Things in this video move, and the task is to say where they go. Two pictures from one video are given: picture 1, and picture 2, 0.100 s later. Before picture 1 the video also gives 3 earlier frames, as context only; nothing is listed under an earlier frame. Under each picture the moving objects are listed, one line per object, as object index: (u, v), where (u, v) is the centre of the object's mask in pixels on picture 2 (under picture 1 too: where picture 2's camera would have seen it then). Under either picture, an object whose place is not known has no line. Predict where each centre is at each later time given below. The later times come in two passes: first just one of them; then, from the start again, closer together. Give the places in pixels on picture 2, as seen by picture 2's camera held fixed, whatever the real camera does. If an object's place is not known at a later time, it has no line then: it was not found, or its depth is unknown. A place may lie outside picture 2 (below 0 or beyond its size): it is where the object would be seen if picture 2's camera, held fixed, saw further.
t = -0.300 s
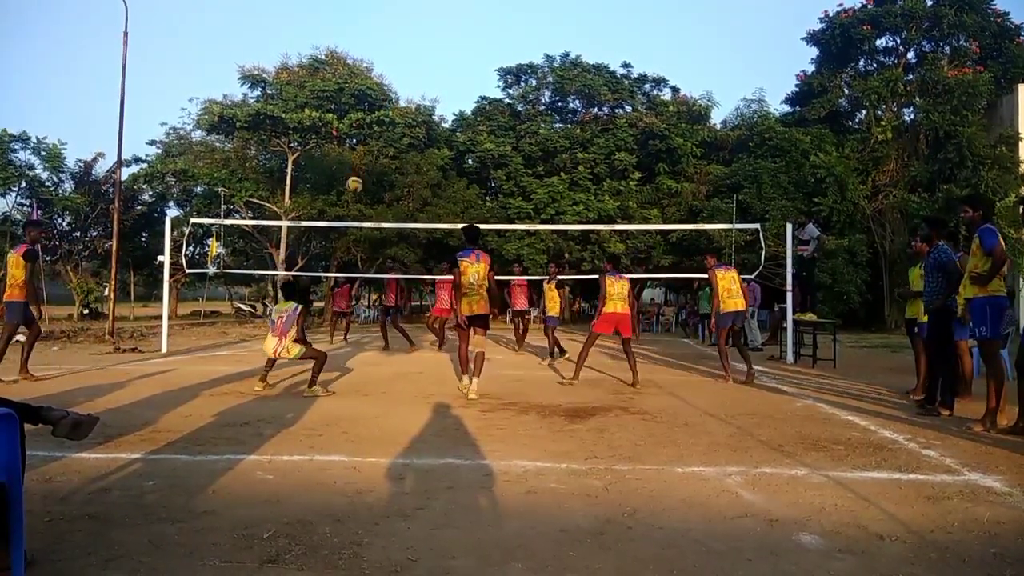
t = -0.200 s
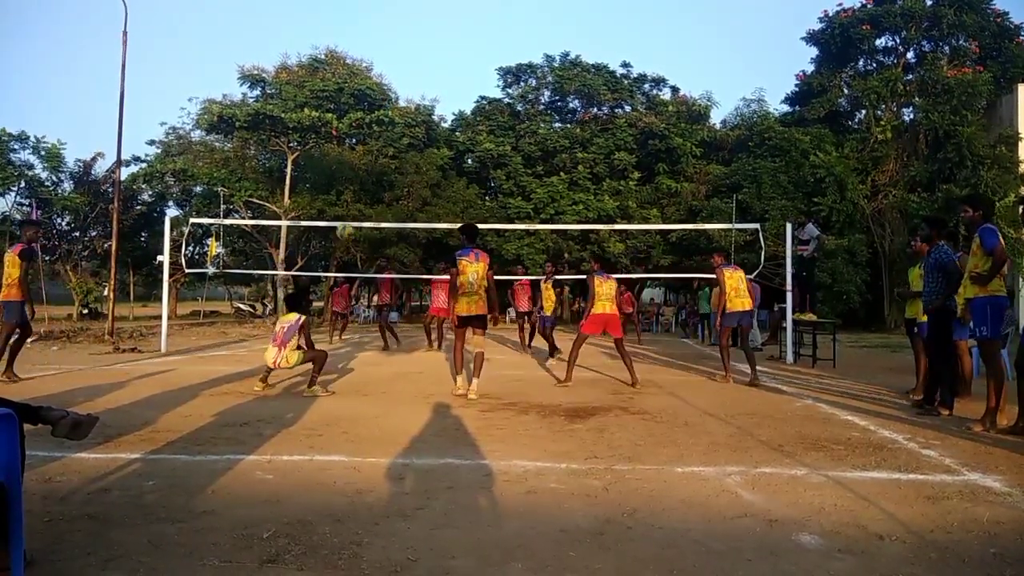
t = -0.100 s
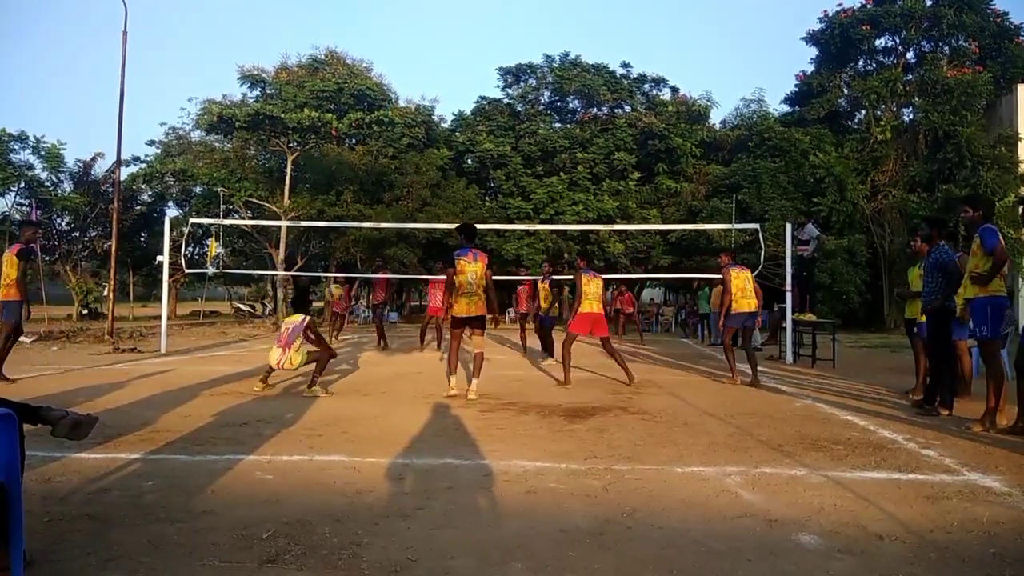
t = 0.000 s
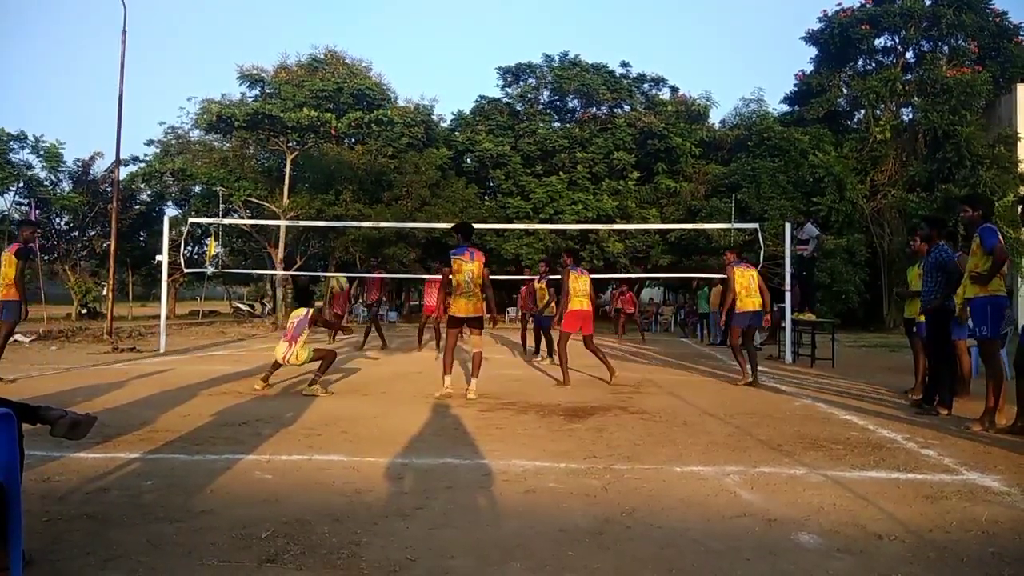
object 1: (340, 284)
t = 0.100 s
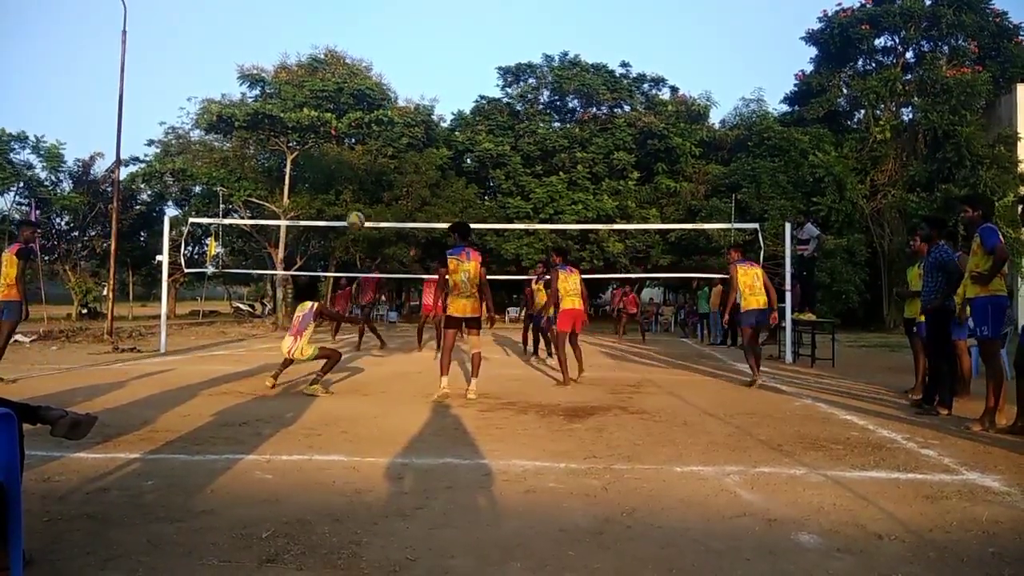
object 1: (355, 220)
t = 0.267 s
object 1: (379, 138)
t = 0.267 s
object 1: (379, 138)
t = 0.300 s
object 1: (383, 125)
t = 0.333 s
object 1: (388, 114)
